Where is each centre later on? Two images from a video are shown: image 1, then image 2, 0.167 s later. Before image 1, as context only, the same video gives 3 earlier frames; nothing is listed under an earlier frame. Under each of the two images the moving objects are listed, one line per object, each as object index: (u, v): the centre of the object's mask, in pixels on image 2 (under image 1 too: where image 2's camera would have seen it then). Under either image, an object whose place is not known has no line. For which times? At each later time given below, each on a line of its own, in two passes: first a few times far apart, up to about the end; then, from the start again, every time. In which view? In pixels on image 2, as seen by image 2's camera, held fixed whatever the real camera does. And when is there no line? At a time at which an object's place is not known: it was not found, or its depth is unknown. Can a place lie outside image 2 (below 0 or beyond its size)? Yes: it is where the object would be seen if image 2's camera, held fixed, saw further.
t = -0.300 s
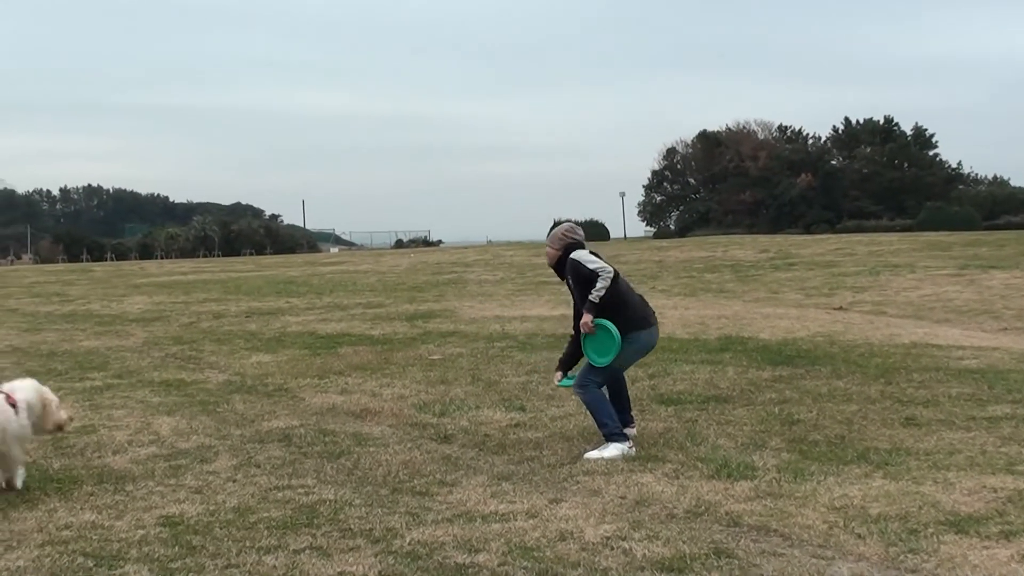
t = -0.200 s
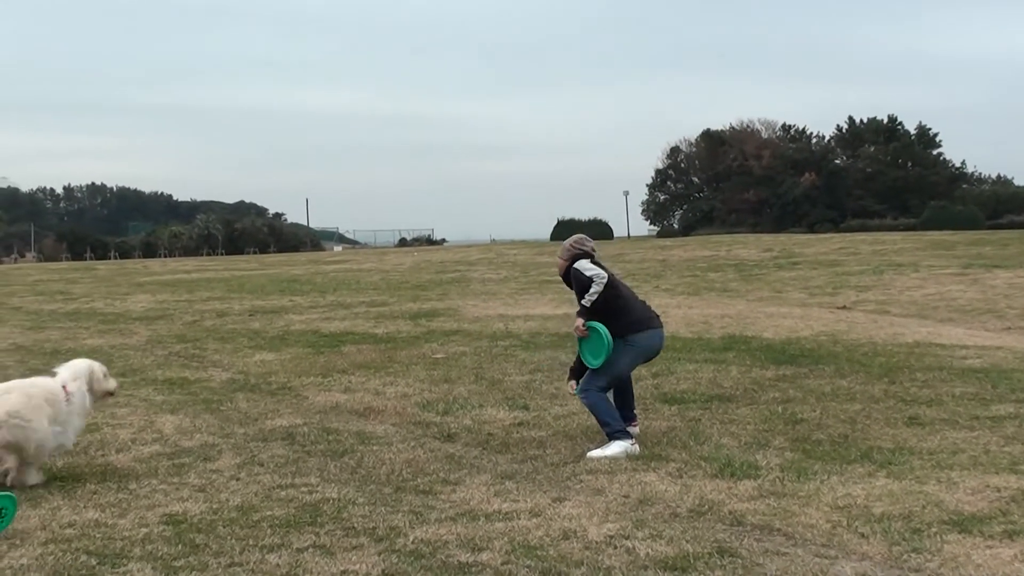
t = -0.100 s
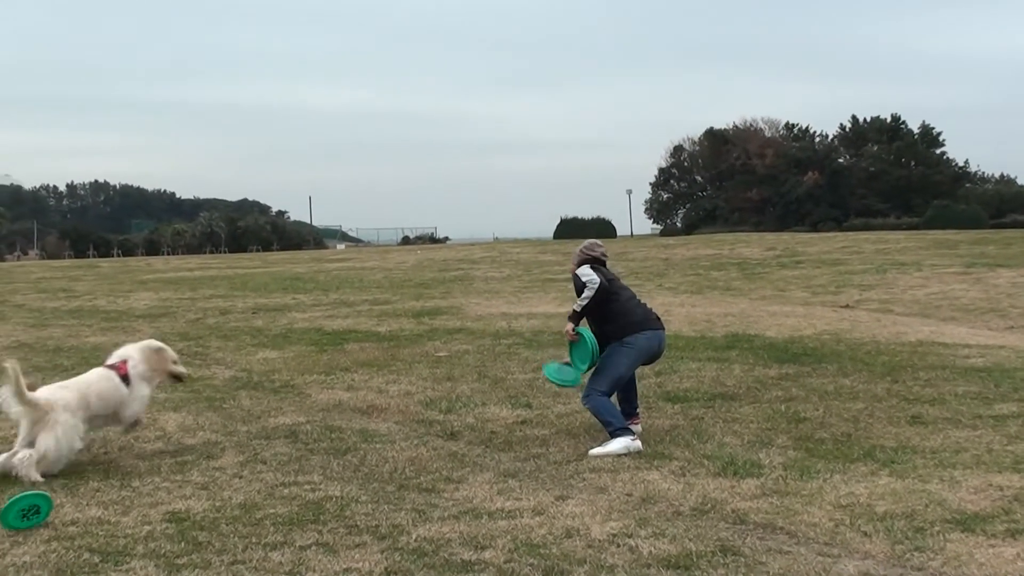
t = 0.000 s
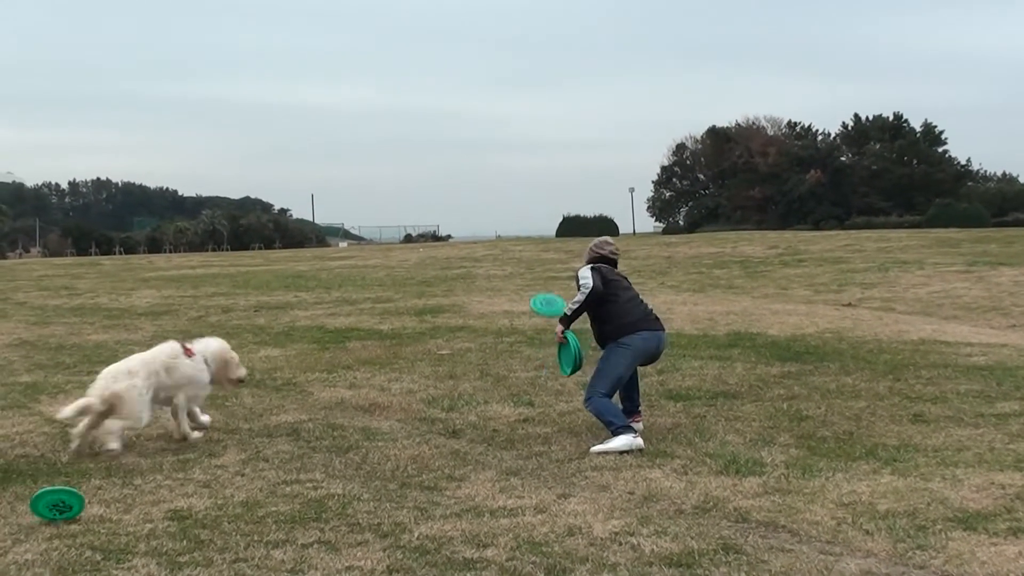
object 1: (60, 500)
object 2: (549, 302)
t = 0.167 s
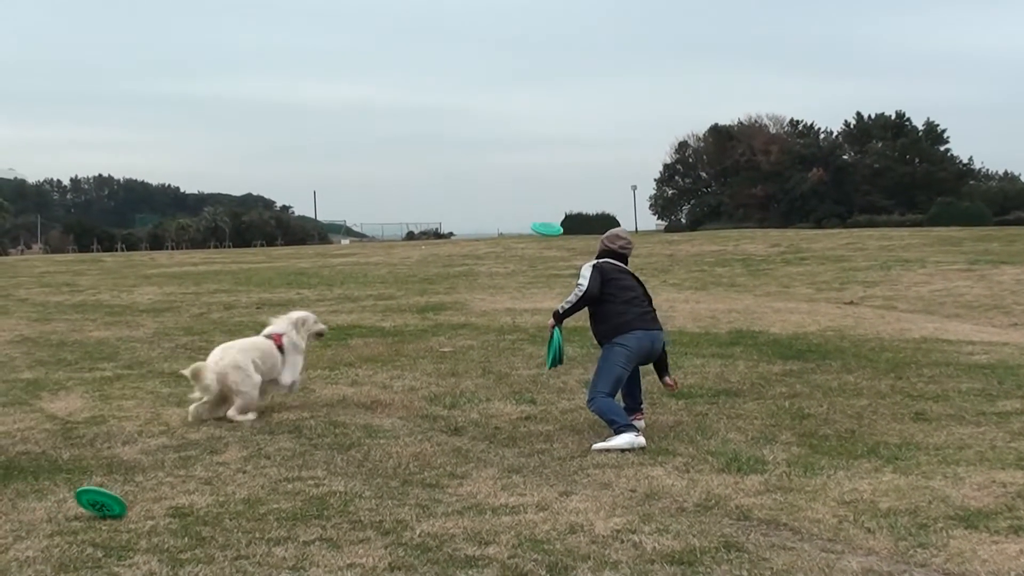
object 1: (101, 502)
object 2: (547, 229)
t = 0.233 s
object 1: (112, 506)
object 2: (547, 212)
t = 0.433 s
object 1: (107, 515)
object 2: (546, 189)
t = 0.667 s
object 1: (97, 519)
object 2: (552, 187)
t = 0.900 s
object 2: (563, 199)
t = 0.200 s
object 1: (106, 503)
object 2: (546, 219)
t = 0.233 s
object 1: (112, 506)
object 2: (547, 212)
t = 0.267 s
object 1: (115, 509)
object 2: (545, 205)
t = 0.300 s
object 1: (117, 511)
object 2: (546, 200)
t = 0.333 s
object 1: (117, 513)
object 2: (546, 196)
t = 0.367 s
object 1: (115, 514)
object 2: (546, 193)
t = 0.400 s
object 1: (111, 515)
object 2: (546, 190)
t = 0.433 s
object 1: (107, 515)
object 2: (546, 189)
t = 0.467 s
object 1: (103, 516)
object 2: (547, 188)
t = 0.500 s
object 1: (100, 517)
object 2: (548, 187)
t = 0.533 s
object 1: (98, 518)
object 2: (548, 186)
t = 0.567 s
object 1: (96, 519)
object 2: (549, 186)
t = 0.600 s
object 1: (96, 518)
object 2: (550, 186)
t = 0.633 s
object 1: (97, 519)
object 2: (551, 187)
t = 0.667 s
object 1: (97, 519)
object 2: (552, 187)
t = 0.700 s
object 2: (554, 189)
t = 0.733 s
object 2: (555, 190)
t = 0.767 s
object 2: (556, 191)
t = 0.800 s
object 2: (557, 193)
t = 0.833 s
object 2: (560, 195)
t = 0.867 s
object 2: (561, 197)
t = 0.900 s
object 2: (563, 199)
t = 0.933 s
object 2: (564, 201)
